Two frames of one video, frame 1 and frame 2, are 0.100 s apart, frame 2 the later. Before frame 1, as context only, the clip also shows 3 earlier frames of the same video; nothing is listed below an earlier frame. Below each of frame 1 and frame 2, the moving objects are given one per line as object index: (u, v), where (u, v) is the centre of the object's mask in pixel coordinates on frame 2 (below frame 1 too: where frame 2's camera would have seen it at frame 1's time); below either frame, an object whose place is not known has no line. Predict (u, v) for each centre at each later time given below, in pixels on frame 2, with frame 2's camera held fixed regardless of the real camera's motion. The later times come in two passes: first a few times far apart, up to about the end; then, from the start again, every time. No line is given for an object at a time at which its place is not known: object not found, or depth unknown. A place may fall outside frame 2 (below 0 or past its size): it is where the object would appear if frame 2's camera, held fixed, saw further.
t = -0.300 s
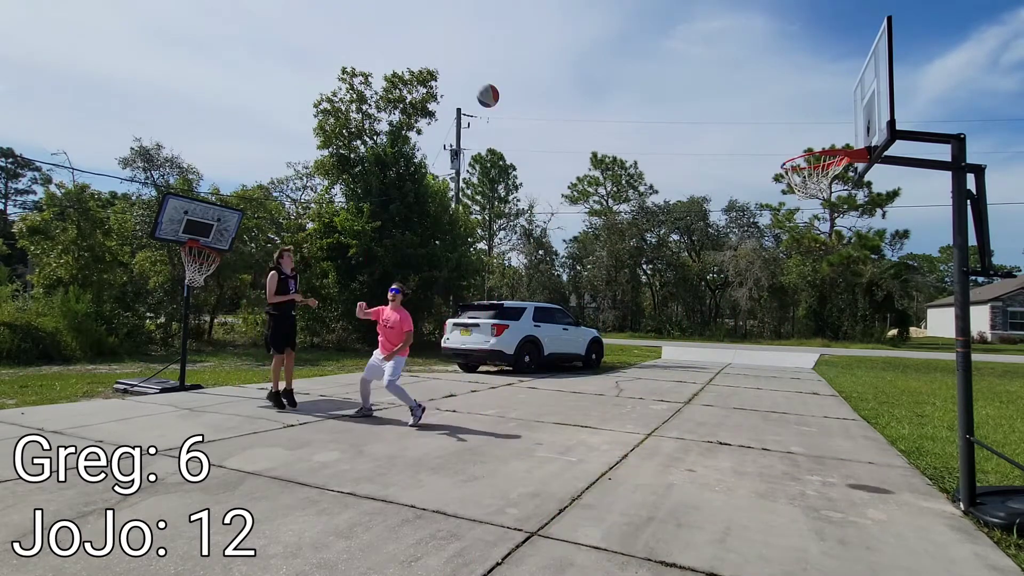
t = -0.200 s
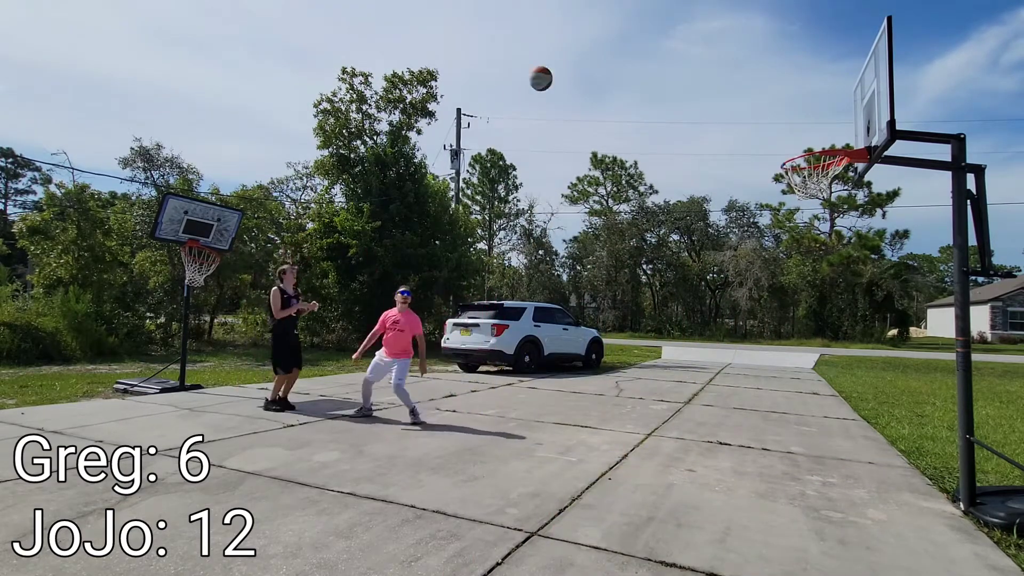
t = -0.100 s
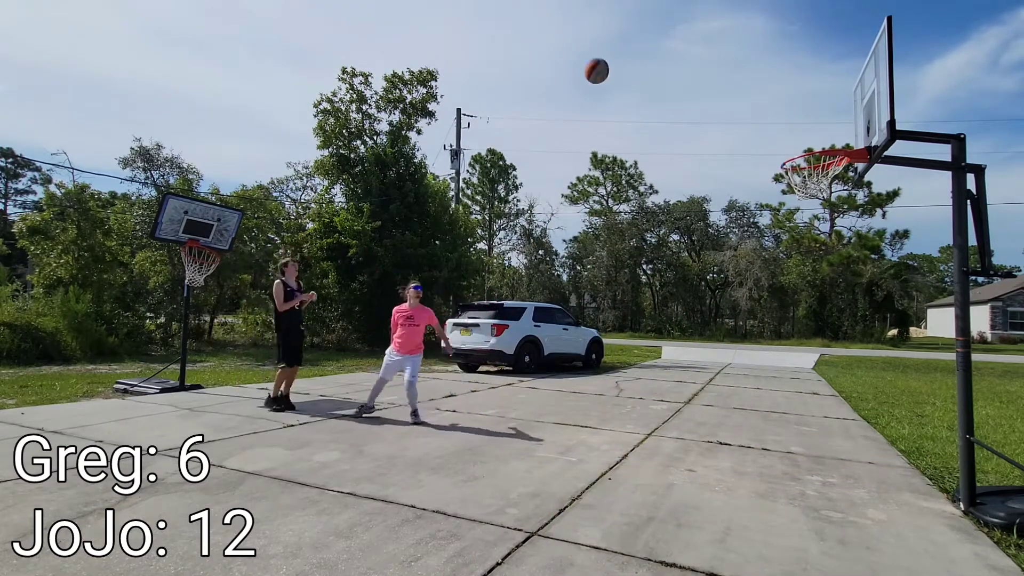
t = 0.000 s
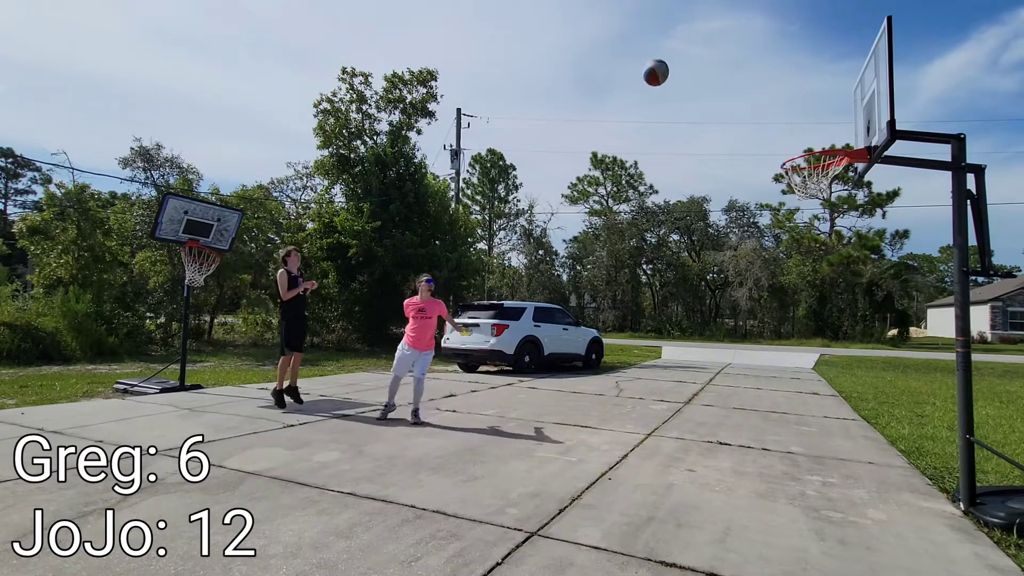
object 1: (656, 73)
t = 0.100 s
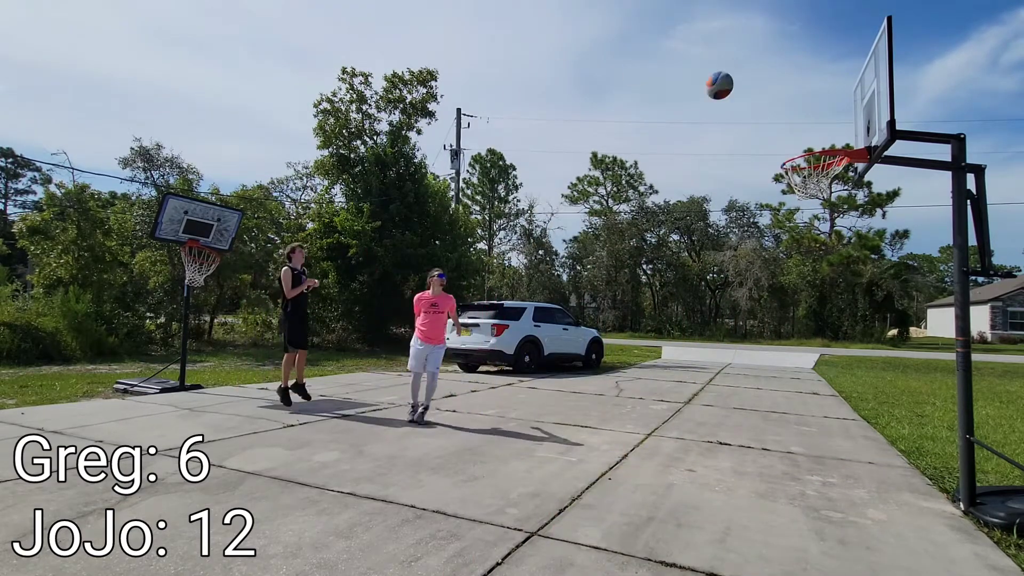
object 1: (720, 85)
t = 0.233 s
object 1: (811, 122)
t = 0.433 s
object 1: (827, 121)
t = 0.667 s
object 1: (799, 114)
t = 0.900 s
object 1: (775, 156)
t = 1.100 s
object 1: (755, 221)
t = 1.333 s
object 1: (735, 321)
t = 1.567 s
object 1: (716, 386)
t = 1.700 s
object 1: (706, 335)
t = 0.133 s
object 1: (741, 92)
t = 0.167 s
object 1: (764, 101)
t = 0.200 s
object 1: (787, 111)
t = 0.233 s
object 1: (811, 122)
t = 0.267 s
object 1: (835, 135)
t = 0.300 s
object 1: (848, 143)
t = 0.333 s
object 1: (841, 141)
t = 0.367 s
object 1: (836, 135)
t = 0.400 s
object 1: (831, 127)
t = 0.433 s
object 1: (827, 121)
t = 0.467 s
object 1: (822, 117)
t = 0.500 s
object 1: (819, 113)
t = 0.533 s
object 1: (815, 111)
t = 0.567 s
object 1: (811, 111)
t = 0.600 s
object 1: (806, 111)
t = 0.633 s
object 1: (803, 112)
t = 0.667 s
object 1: (799, 114)
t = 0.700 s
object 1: (795, 118)
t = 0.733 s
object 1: (791, 122)
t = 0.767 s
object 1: (788, 128)
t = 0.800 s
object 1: (784, 133)
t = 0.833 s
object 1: (782, 140)
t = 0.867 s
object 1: (778, 148)
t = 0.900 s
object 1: (775, 156)
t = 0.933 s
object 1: (772, 165)
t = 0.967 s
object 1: (768, 175)
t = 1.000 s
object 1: (765, 186)
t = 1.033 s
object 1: (762, 196)
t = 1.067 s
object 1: (758, 209)
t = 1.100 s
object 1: (755, 221)
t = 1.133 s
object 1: (752, 232)
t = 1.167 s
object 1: (749, 246)
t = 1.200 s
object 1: (747, 260)
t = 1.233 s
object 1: (743, 275)
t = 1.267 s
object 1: (741, 289)
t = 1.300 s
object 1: (738, 305)
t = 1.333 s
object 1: (735, 321)
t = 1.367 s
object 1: (732, 336)
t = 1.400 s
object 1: (729, 354)
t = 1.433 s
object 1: (726, 371)
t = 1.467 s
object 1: (724, 388)
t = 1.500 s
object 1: (721, 406)
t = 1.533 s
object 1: (718, 401)
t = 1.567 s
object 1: (716, 386)
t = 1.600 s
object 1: (713, 372)
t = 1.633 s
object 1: (712, 359)
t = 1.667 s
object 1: (709, 346)
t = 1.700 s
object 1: (706, 335)
